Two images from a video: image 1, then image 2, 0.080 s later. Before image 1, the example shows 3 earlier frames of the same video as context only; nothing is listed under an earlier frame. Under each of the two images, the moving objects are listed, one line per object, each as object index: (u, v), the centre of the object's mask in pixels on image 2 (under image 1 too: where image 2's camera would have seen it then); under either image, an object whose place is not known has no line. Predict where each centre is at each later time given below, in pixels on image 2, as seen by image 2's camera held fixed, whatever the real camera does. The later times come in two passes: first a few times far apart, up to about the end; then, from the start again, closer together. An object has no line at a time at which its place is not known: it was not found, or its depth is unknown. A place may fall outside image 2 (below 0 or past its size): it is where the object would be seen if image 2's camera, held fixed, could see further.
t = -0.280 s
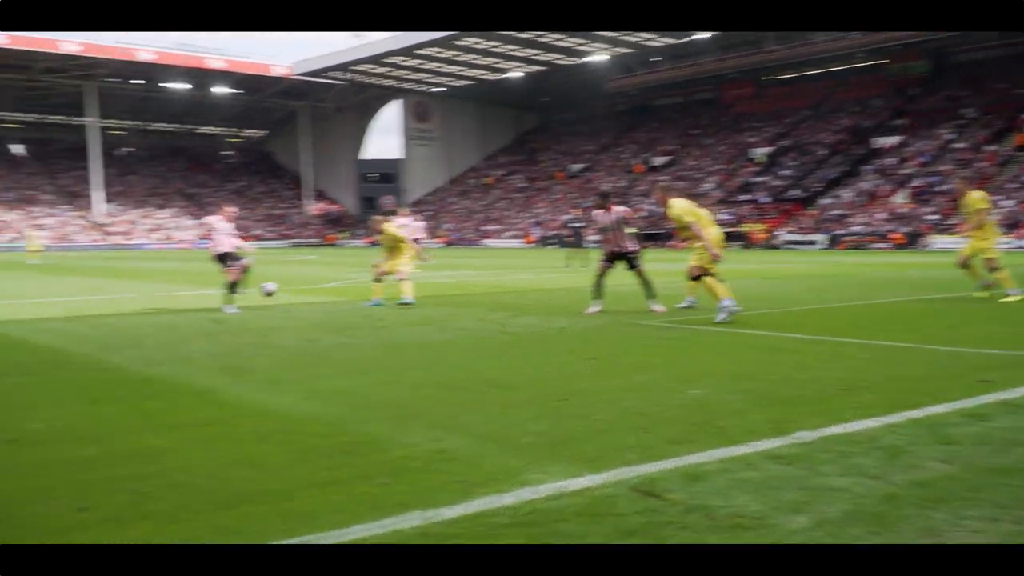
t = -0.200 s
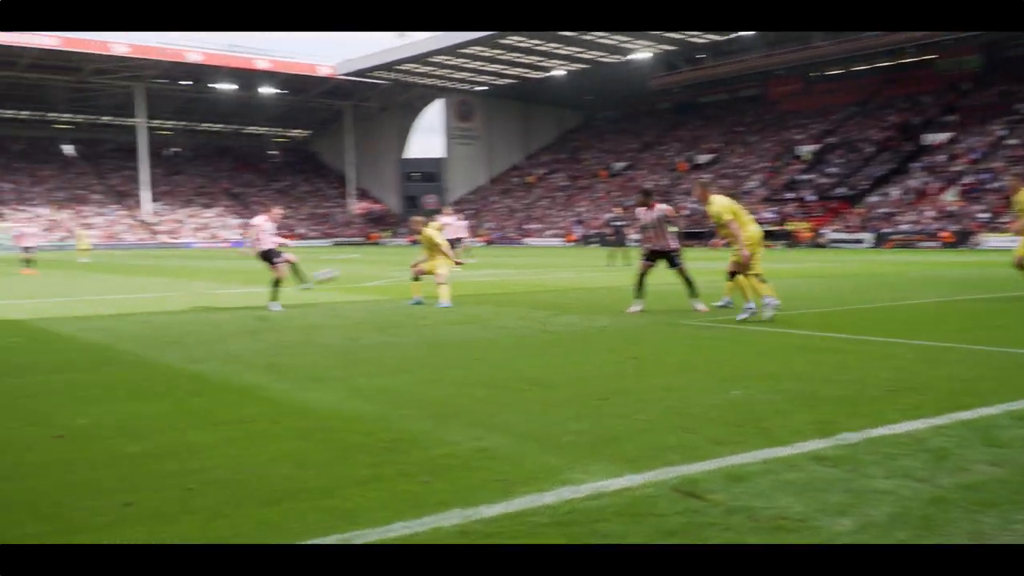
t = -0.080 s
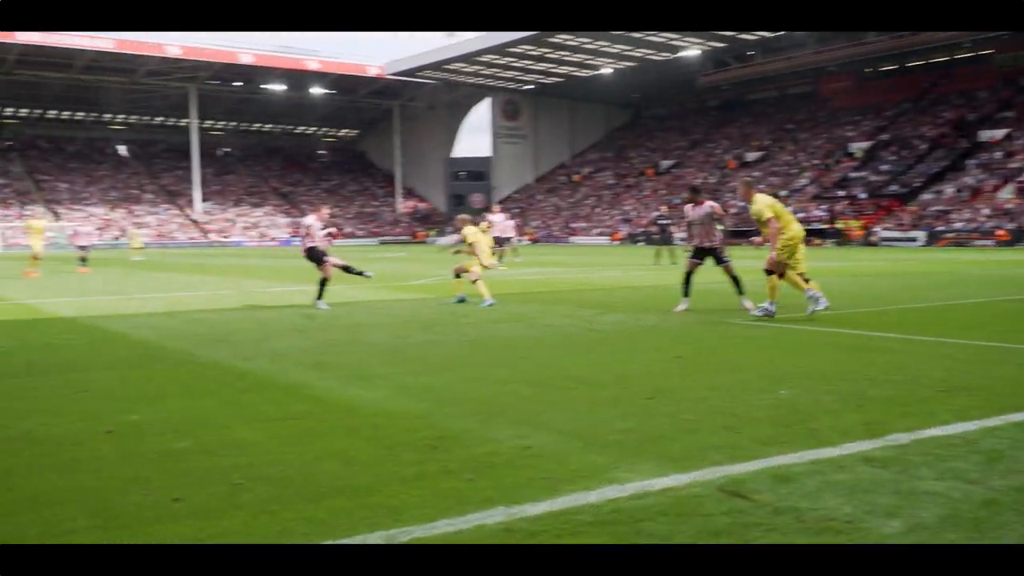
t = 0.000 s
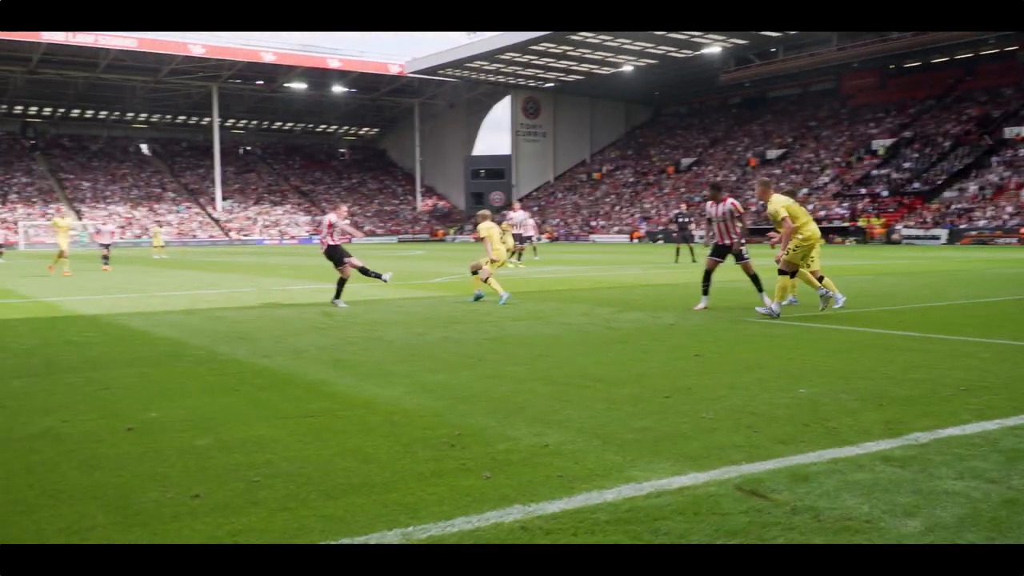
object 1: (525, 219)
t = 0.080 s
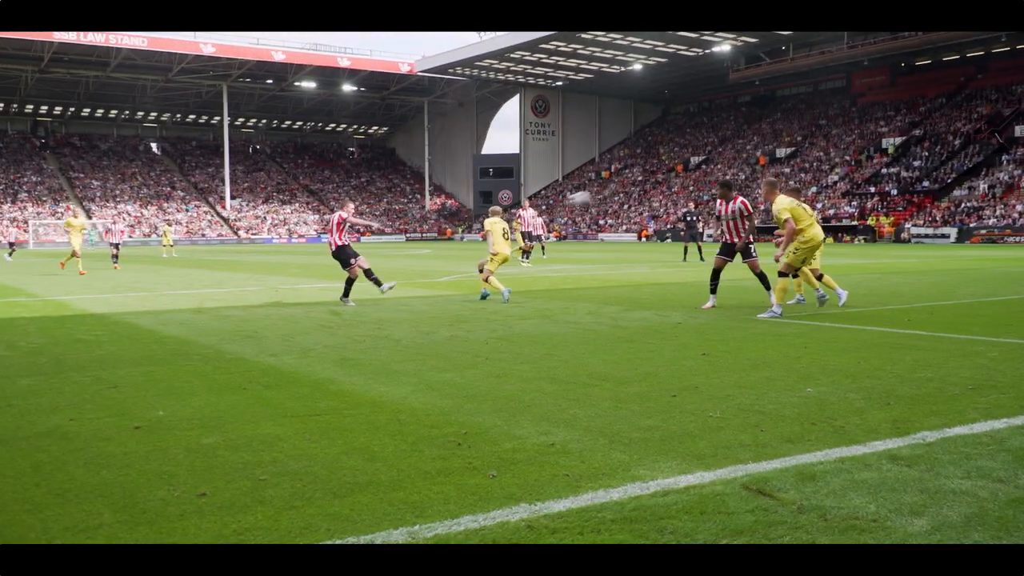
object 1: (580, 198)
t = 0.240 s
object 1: (681, 161)
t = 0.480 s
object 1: (837, 110)
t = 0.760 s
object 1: (1019, 54)
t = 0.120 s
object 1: (605, 189)
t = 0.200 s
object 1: (655, 170)
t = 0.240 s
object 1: (681, 161)
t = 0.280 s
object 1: (707, 150)
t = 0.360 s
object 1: (759, 135)
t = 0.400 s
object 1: (785, 126)
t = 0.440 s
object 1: (811, 118)
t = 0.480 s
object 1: (837, 110)
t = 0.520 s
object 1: (863, 102)
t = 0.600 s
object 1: (914, 85)
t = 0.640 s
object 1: (941, 77)
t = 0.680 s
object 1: (966, 69)
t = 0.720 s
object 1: (993, 61)
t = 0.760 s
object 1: (1019, 54)
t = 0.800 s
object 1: (1043, 46)
